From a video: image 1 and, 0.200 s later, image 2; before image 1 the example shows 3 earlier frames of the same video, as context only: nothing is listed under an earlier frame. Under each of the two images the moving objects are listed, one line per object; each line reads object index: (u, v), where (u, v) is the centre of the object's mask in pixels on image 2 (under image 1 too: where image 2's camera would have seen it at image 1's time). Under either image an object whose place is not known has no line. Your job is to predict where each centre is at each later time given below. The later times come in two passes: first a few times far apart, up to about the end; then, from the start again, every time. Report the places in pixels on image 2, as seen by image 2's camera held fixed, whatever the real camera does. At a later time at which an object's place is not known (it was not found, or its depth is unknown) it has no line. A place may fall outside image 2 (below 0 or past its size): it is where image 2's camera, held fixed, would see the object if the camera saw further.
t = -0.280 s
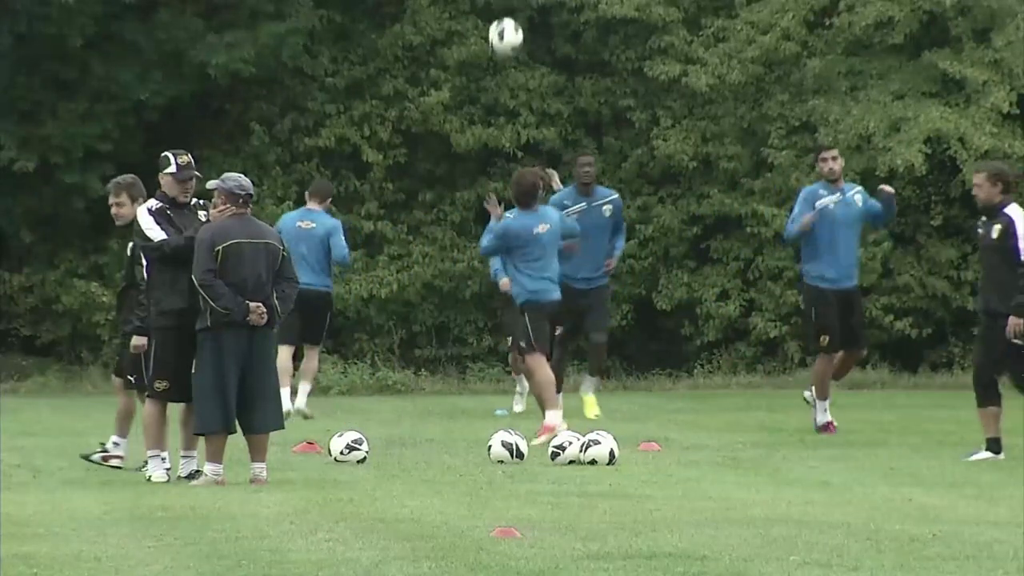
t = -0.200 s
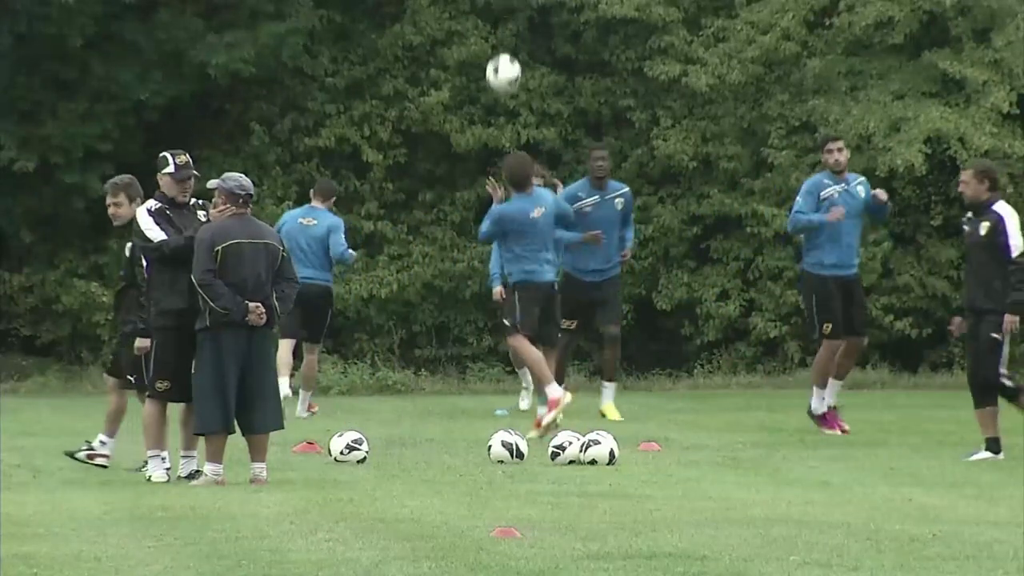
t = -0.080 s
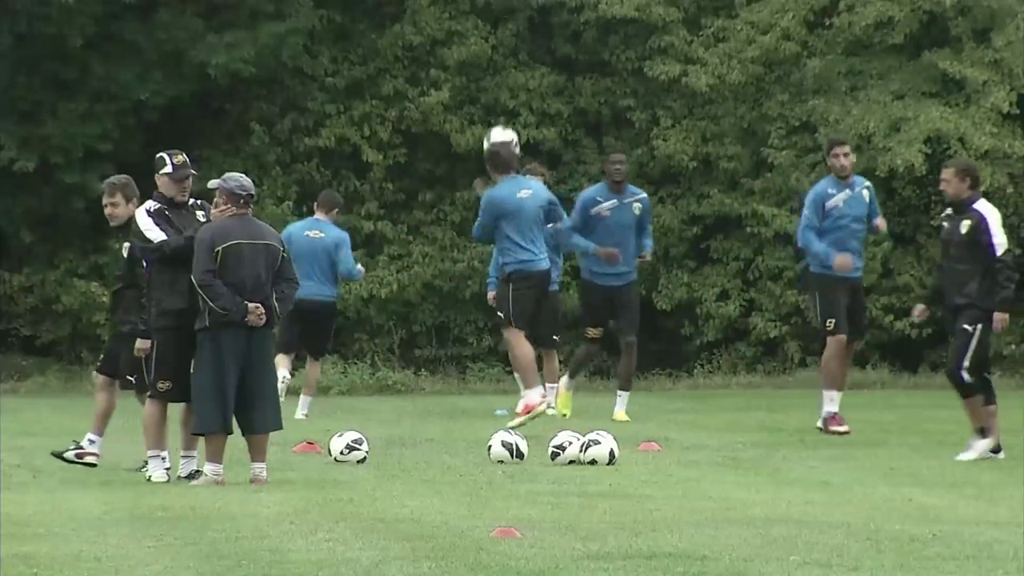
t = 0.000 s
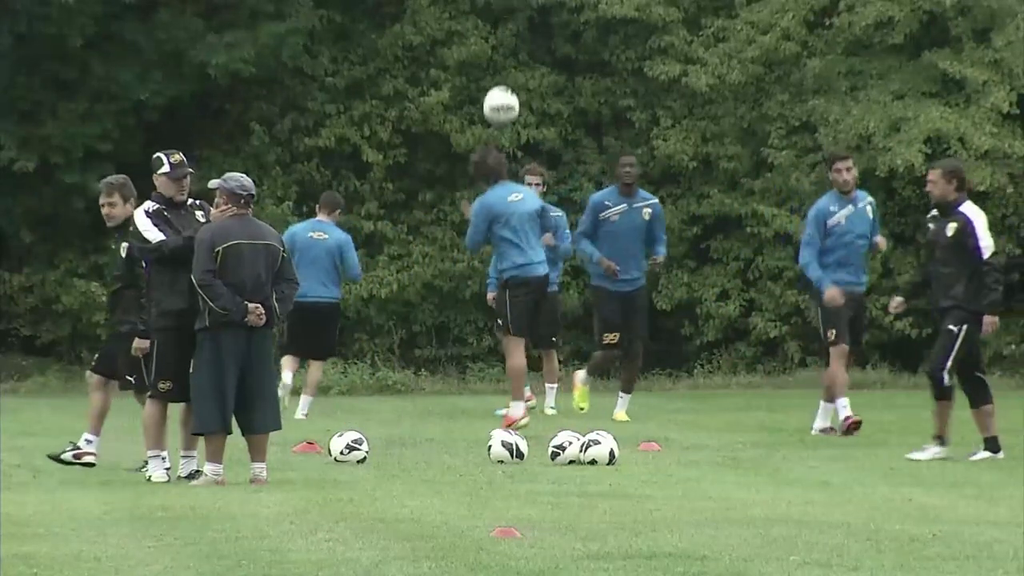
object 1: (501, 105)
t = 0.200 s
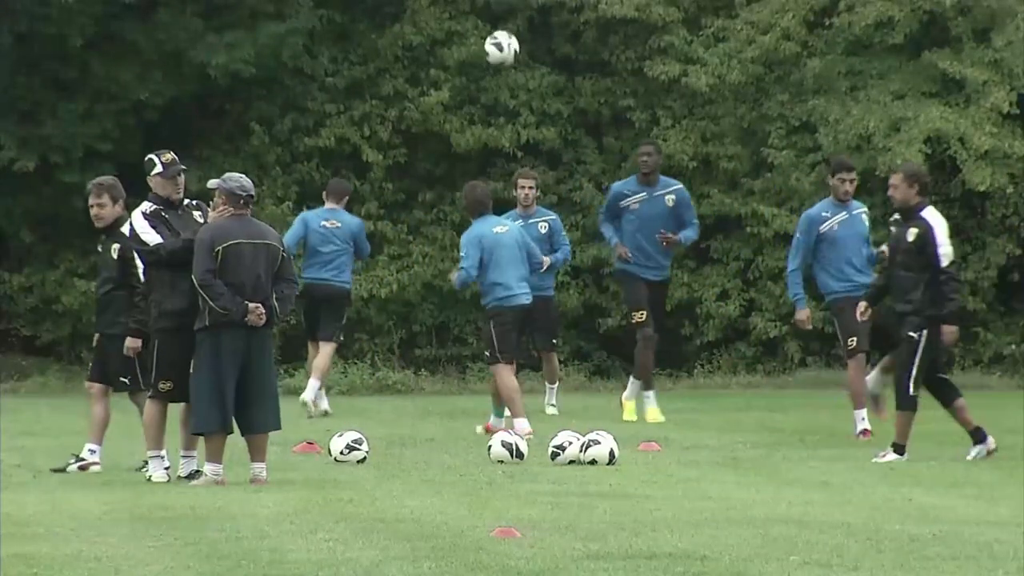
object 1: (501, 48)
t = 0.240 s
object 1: (502, 44)
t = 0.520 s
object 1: (504, 79)
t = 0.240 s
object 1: (502, 44)
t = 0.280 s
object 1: (502, 42)
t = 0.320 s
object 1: (502, 42)
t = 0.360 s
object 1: (502, 45)
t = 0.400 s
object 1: (503, 50)
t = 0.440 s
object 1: (503, 57)
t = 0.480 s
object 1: (503, 67)
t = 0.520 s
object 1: (504, 79)
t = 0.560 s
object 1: (504, 94)
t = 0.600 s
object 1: (504, 109)
